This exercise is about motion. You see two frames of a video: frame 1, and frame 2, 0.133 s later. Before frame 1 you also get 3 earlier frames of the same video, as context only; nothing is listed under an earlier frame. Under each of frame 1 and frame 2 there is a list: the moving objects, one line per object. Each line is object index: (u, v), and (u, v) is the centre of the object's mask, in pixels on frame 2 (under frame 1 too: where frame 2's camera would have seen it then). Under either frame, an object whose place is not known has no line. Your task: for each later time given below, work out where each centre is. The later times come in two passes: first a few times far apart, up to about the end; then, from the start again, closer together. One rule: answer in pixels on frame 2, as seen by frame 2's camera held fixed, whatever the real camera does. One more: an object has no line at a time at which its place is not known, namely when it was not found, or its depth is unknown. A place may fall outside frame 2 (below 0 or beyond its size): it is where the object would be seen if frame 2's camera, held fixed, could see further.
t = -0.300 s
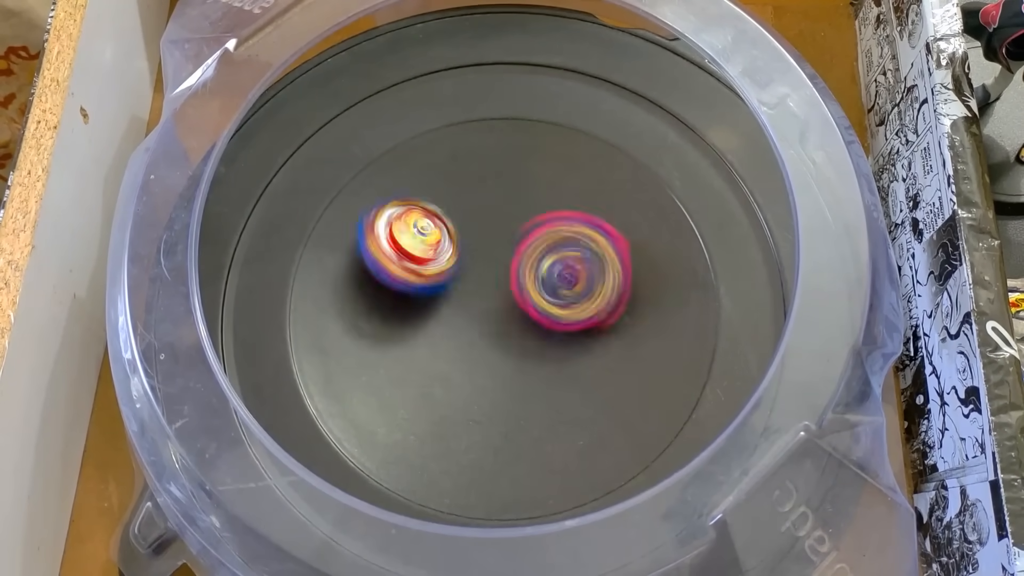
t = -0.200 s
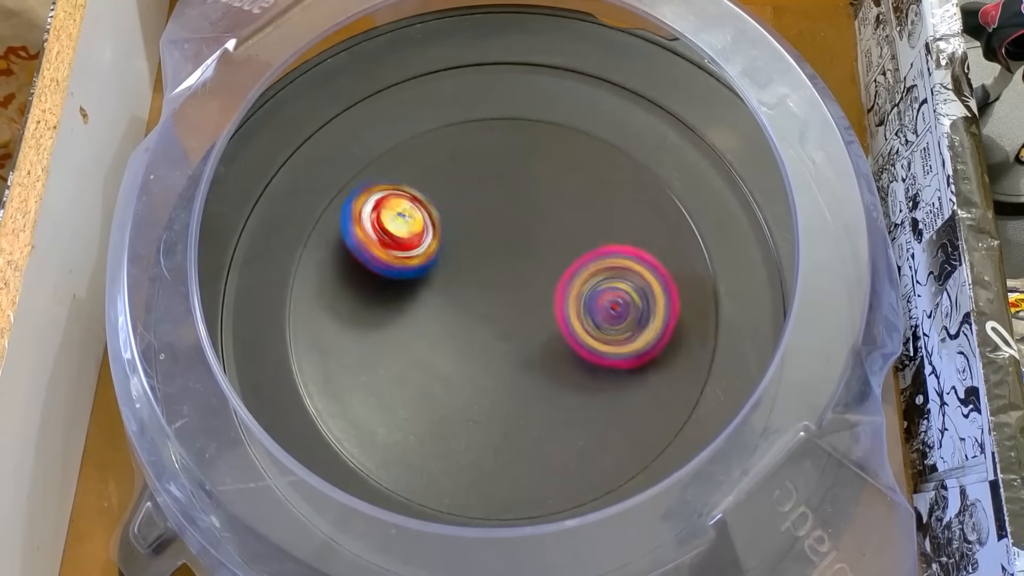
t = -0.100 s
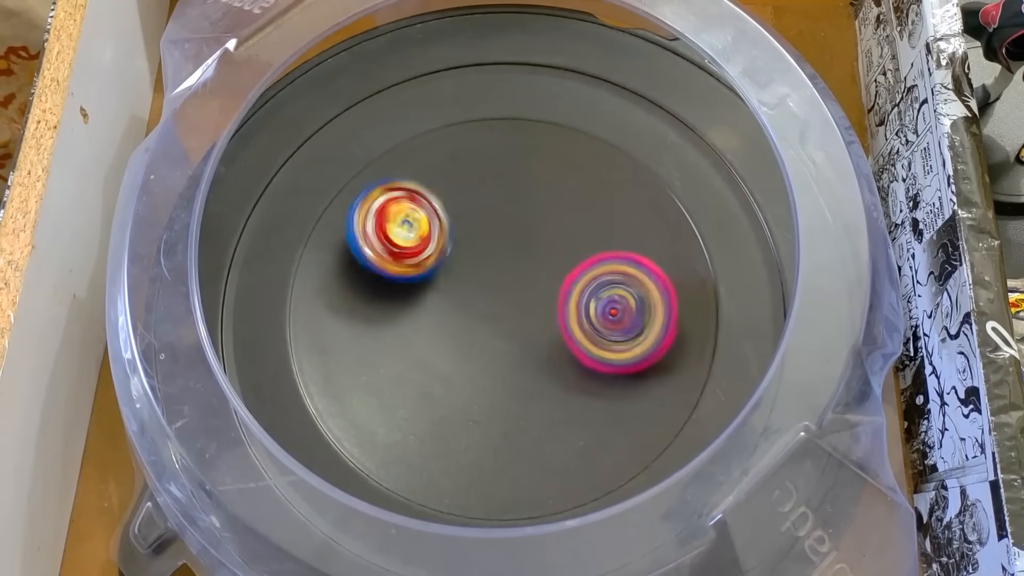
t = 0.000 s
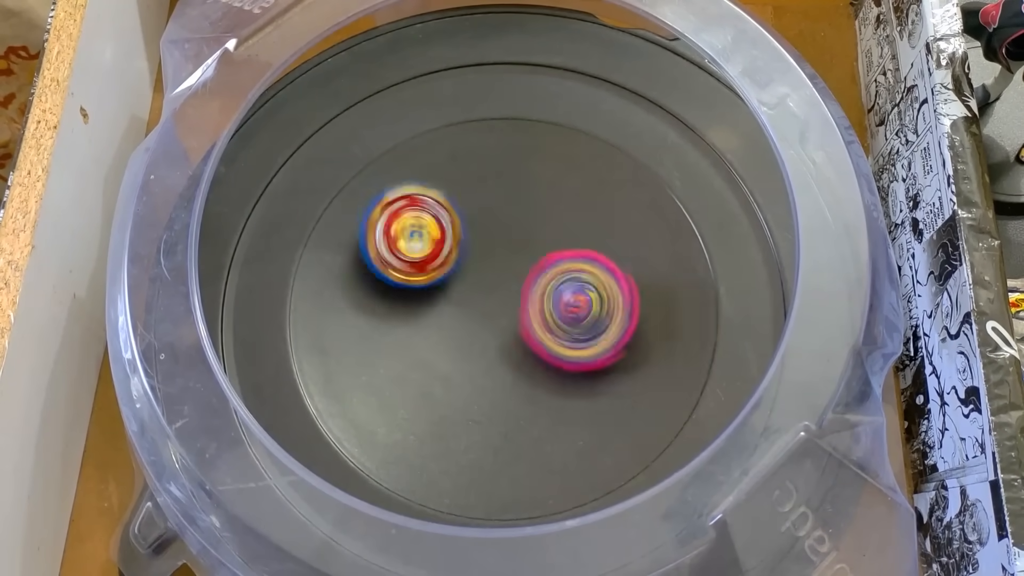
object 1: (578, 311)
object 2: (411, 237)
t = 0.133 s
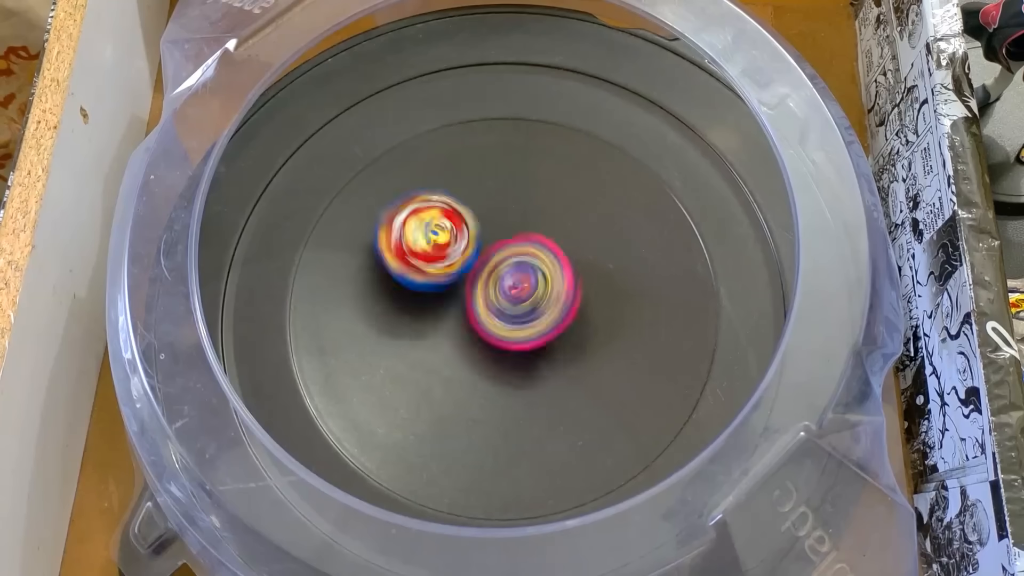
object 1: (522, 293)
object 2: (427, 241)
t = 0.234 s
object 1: (513, 325)
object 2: (432, 238)
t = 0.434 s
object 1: (523, 345)
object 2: (460, 268)
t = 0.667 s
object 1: (526, 356)
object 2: (522, 249)
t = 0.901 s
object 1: (535, 343)
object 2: (509, 255)
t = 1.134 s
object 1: (503, 352)
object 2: (511, 257)
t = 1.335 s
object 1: (494, 370)
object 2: (520, 252)
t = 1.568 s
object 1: (505, 343)
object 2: (508, 252)
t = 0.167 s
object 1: (521, 301)
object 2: (426, 234)
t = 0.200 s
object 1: (516, 312)
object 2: (430, 233)
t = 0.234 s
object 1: (513, 325)
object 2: (432, 238)
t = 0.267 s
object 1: (514, 336)
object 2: (433, 242)
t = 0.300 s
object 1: (517, 343)
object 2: (435, 248)
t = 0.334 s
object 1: (519, 346)
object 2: (440, 254)
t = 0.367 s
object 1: (521, 346)
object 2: (447, 260)
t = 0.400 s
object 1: (523, 345)
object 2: (452, 265)
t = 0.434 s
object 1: (523, 345)
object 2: (460, 268)
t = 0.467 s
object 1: (524, 347)
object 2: (473, 267)
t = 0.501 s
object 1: (523, 349)
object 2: (488, 262)
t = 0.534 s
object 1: (522, 355)
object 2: (505, 256)
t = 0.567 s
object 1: (524, 357)
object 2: (514, 253)
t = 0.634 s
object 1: (524, 356)
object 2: (520, 250)
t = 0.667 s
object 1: (526, 356)
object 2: (522, 249)
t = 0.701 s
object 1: (527, 355)
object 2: (523, 249)
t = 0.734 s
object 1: (529, 354)
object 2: (522, 250)
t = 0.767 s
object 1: (530, 352)
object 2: (521, 251)
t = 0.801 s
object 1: (532, 350)
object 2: (518, 253)
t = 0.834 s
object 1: (536, 347)
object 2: (513, 256)
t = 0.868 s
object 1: (538, 344)
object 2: (509, 256)
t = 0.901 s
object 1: (535, 343)
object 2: (509, 255)
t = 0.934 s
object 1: (531, 346)
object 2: (510, 256)
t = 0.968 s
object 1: (525, 348)
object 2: (509, 256)
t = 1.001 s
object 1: (520, 349)
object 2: (509, 255)
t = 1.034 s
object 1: (515, 350)
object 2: (510, 256)
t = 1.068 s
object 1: (510, 351)
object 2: (510, 256)
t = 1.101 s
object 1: (506, 352)
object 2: (510, 257)
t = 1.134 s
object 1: (503, 352)
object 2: (511, 257)
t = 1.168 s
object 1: (501, 351)
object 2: (511, 257)
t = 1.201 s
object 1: (501, 349)
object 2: (511, 257)
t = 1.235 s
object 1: (499, 354)
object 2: (514, 254)
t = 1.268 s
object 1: (497, 363)
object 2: (518, 252)
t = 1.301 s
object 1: (495, 368)
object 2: (520, 252)
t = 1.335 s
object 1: (494, 370)
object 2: (520, 252)
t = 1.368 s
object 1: (495, 369)
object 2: (519, 253)
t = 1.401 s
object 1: (497, 366)
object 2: (516, 254)
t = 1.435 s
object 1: (501, 361)
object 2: (512, 255)
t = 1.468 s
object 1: (505, 356)
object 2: (509, 255)
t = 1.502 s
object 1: (508, 350)
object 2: (506, 254)
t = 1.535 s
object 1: (510, 345)
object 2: (506, 253)
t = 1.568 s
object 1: (505, 343)
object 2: (508, 252)
